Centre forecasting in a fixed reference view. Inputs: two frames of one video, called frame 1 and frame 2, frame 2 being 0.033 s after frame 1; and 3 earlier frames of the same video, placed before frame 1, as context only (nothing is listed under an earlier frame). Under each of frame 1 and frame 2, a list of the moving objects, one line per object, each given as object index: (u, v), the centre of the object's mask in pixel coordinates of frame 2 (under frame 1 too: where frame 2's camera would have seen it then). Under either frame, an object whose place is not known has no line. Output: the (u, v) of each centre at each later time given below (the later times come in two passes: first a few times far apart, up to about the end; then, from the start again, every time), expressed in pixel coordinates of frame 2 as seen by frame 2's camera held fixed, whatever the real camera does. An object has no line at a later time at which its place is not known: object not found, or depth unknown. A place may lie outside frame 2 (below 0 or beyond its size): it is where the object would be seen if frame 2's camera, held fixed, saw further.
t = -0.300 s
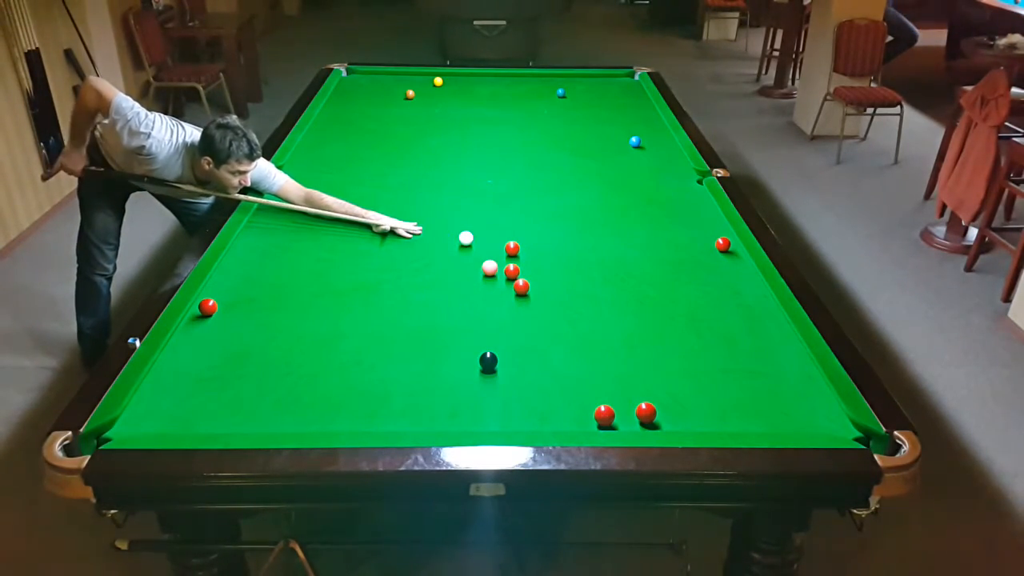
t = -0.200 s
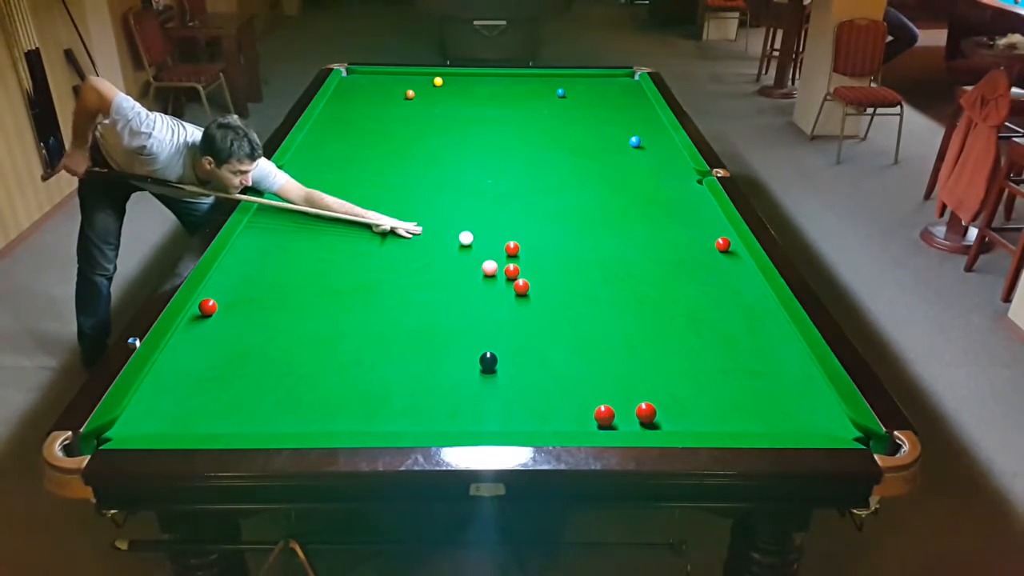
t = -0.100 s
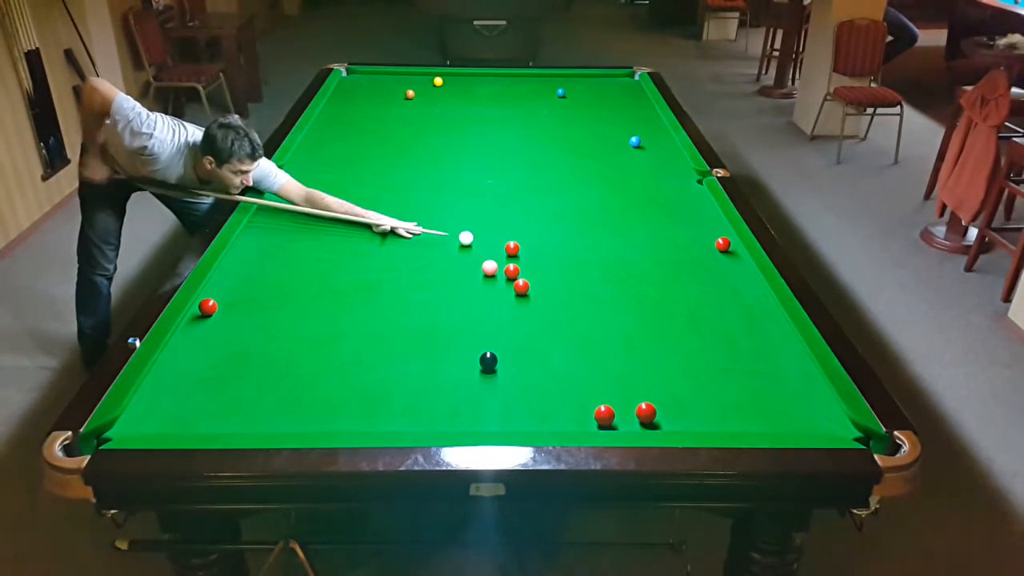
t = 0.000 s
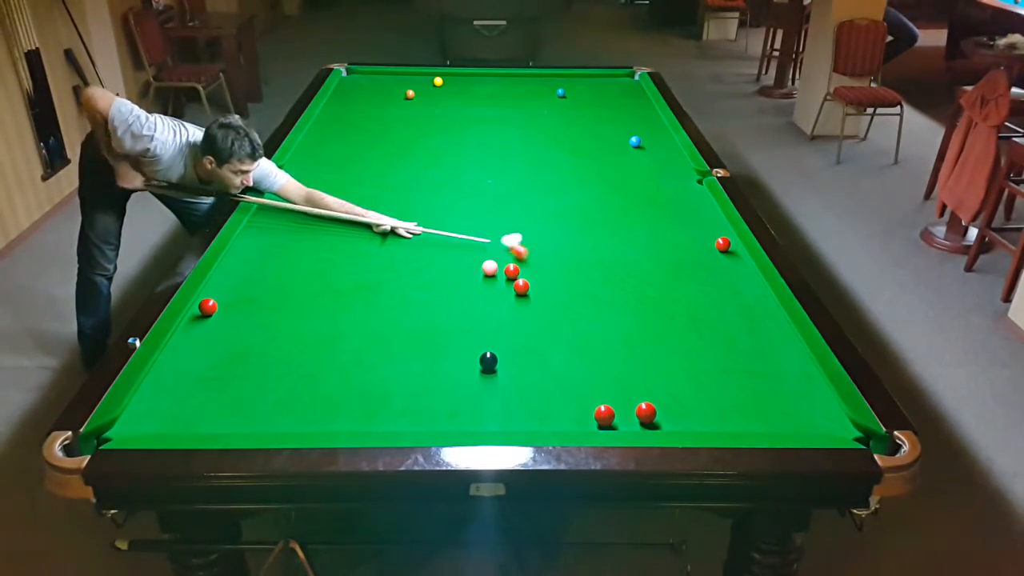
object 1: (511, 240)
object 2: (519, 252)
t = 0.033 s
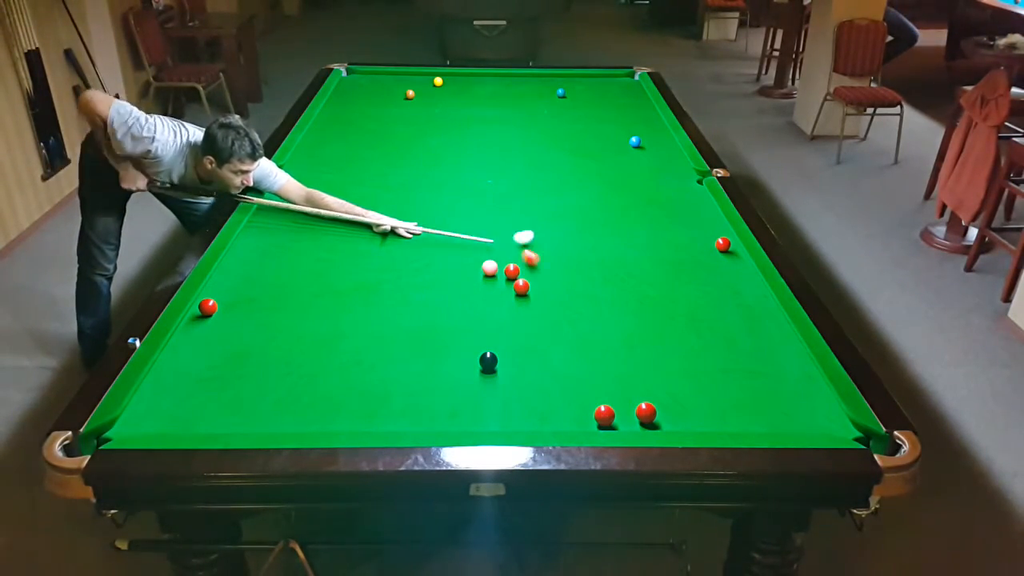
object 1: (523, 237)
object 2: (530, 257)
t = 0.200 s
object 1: (574, 225)
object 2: (583, 287)
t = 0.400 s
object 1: (627, 213)
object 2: (645, 321)
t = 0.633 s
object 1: (683, 199)
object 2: (730, 368)
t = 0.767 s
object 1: (691, 192)
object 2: (785, 398)
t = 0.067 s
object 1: (535, 234)
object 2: (542, 264)
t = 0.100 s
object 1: (546, 232)
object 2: (552, 270)
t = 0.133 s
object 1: (556, 229)
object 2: (563, 276)
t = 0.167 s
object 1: (565, 227)
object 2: (573, 282)
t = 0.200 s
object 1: (574, 225)
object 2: (583, 287)
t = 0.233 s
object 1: (583, 223)
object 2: (593, 293)
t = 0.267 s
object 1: (592, 221)
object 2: (603, 298)
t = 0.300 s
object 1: (601, 219)
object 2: (613, 304)
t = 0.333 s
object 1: (610, 217)
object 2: (624, 309)
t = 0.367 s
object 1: (618, 215)
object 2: (634, 315)
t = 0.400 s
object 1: (627, 213)
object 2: (645, 321)
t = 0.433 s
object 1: (635, 211)
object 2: (656, 327)
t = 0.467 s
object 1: (643, 209)
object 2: (668, 334)
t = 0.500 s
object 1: (651, 207)
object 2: (680, 340)
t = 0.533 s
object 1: (659, 205)
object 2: (692, 347)
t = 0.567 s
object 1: (667, 203)
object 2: (704, 353)
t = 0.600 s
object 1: (675, 201)
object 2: (717, 360)
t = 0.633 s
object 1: (683, 199)
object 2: (730, 368)
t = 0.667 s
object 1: (690, 198)
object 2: (743, 375)
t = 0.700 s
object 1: (698, 196)
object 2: (757, 382)
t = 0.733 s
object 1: (699, 194)
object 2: (771, 390)
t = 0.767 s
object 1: (691, 192)
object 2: (785, 398)
